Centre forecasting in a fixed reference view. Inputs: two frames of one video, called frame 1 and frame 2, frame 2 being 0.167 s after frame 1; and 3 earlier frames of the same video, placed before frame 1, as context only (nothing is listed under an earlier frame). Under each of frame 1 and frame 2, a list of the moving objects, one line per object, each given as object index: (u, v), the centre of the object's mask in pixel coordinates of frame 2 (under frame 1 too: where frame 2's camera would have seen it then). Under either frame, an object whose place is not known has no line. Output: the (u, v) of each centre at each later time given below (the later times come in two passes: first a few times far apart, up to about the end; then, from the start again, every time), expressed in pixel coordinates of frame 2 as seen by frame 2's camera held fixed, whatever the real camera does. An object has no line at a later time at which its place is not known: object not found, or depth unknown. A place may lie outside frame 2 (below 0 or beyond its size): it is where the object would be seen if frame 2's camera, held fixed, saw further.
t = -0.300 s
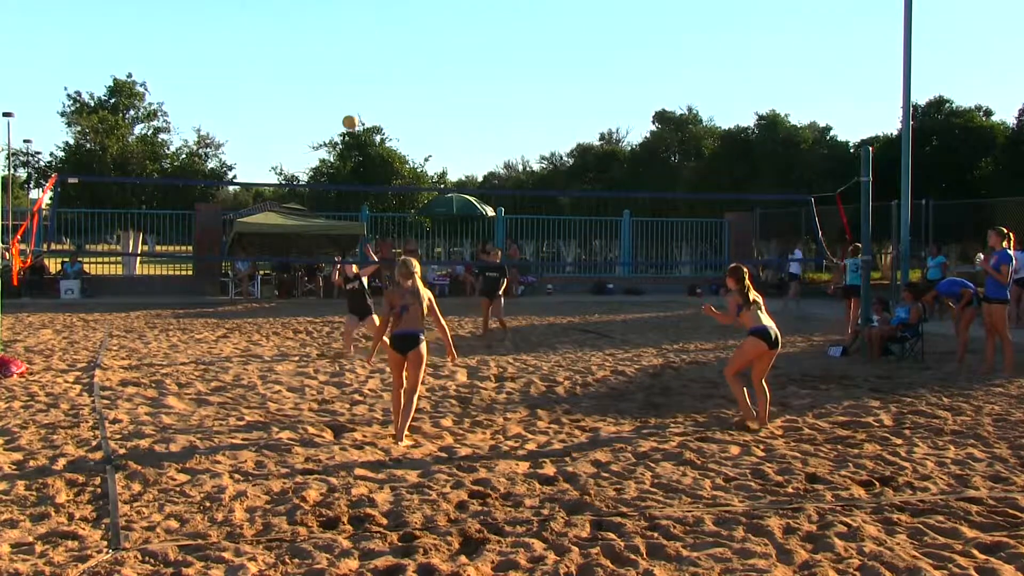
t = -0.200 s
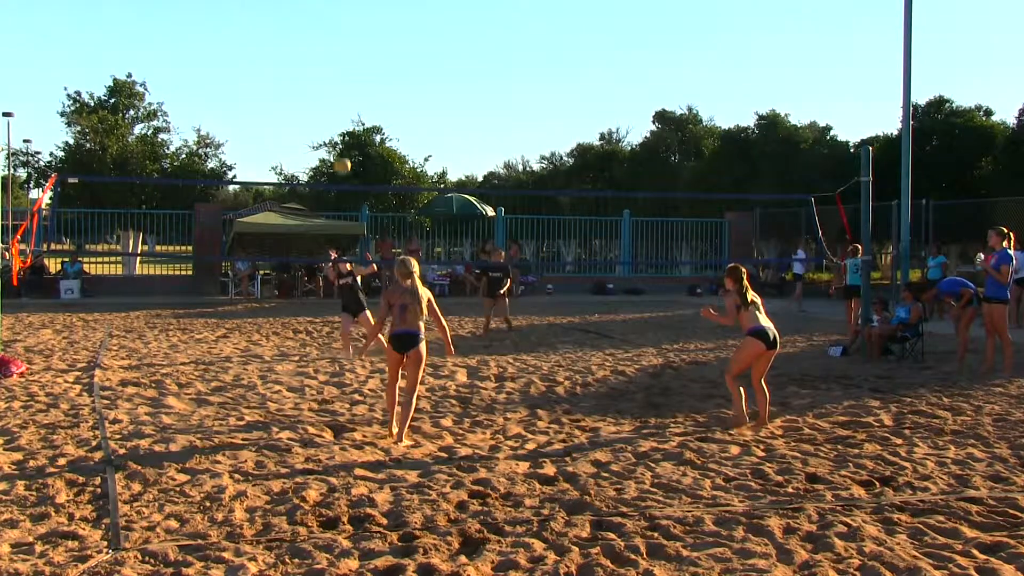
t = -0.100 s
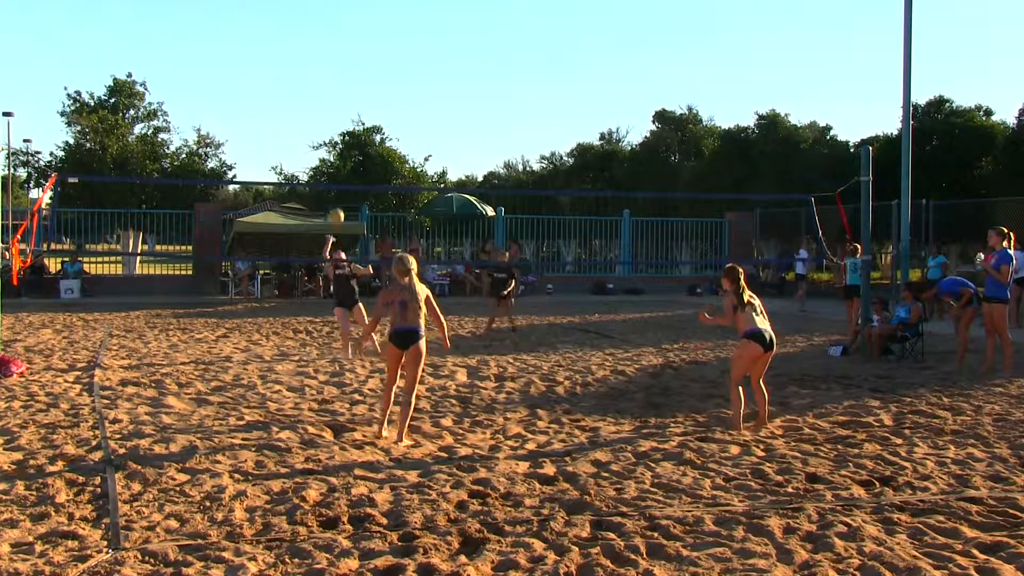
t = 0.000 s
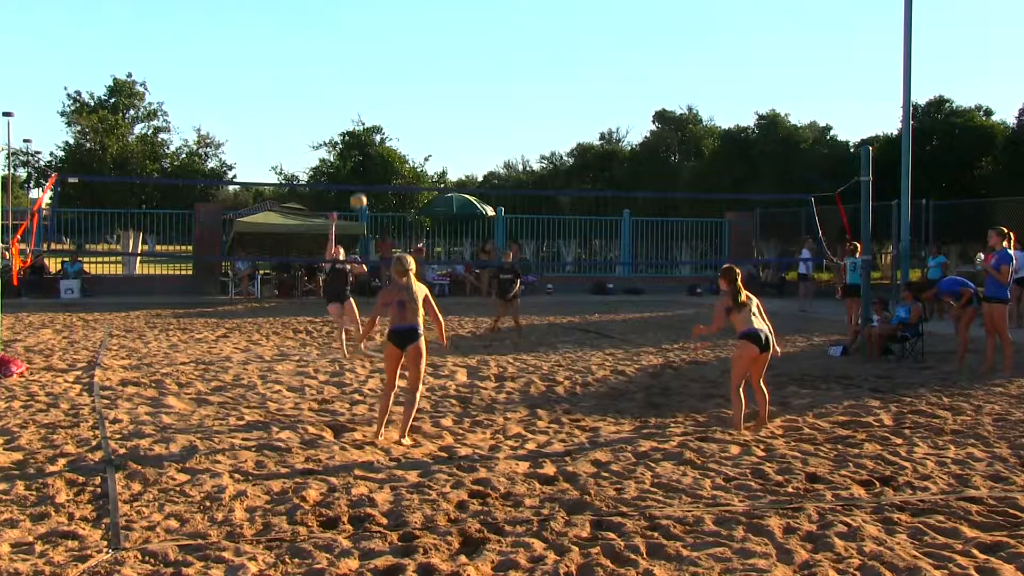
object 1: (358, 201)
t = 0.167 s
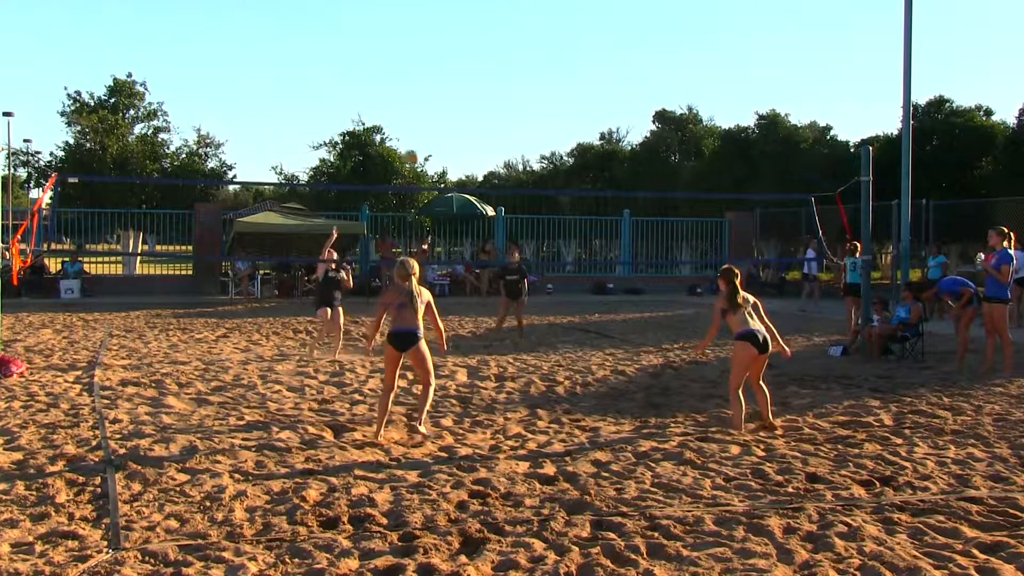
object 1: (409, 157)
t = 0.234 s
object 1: (433, 146)
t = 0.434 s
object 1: (499, 131)
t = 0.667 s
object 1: (580, 157)
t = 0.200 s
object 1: (422, 151)
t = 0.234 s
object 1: (433, 146)
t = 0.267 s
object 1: (444, 141)
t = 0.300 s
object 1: (455, 138)
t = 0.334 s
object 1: (466, 135)
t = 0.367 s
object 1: (477, 133)
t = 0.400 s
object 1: (488, 132)
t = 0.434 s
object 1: (499, 131)
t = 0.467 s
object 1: (510, 132)
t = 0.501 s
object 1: (522, 134)
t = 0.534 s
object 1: (533, 136)
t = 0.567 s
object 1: (545, 140)
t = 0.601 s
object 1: (555, 145)
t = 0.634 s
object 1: (568, 150)
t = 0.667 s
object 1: (580, 157)
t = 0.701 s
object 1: (590, 164)
